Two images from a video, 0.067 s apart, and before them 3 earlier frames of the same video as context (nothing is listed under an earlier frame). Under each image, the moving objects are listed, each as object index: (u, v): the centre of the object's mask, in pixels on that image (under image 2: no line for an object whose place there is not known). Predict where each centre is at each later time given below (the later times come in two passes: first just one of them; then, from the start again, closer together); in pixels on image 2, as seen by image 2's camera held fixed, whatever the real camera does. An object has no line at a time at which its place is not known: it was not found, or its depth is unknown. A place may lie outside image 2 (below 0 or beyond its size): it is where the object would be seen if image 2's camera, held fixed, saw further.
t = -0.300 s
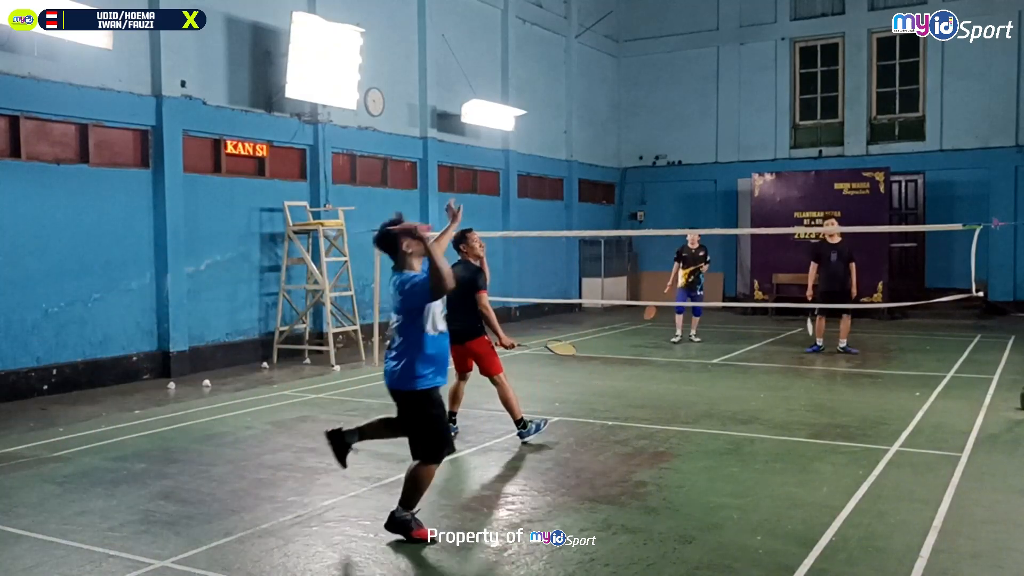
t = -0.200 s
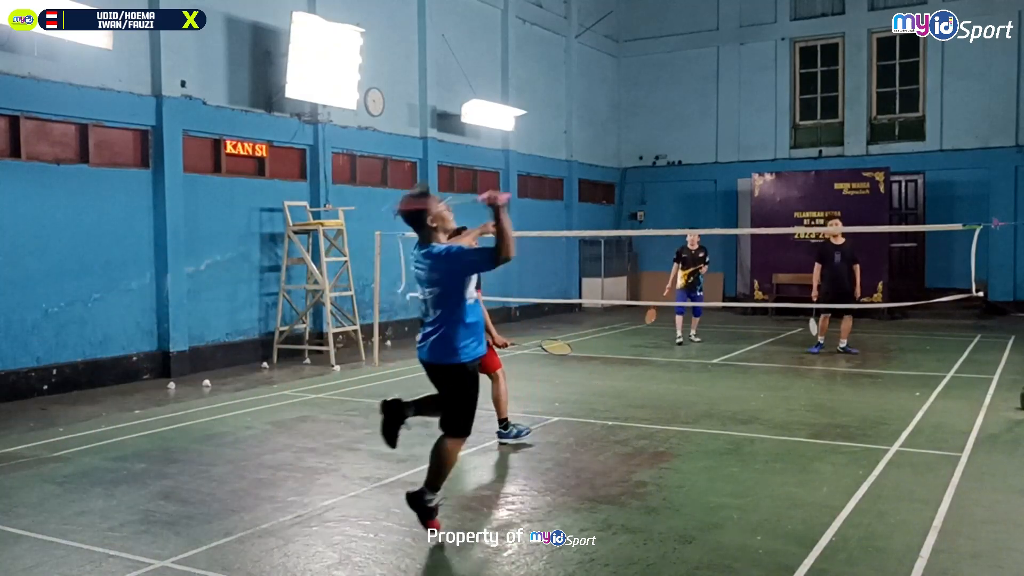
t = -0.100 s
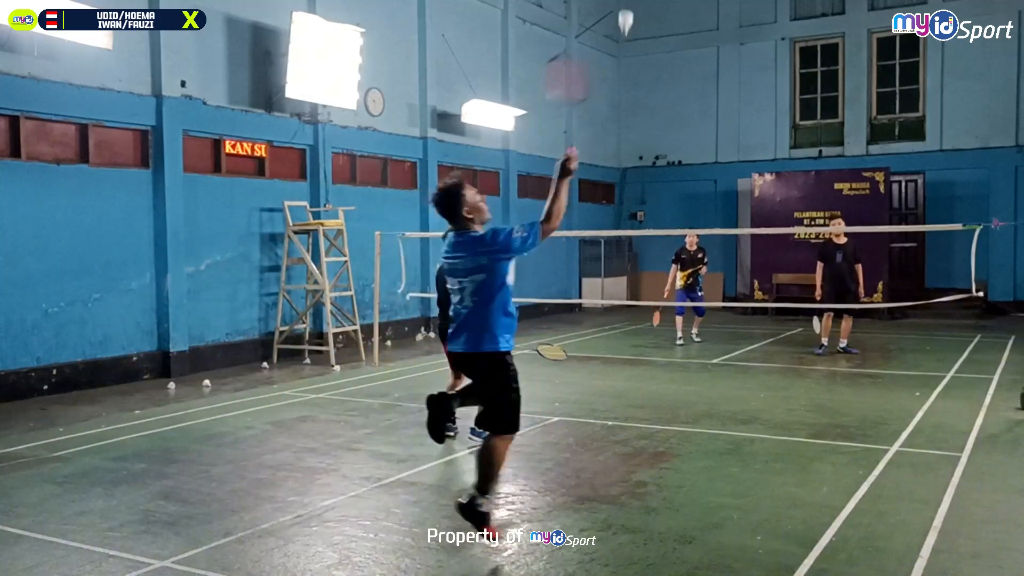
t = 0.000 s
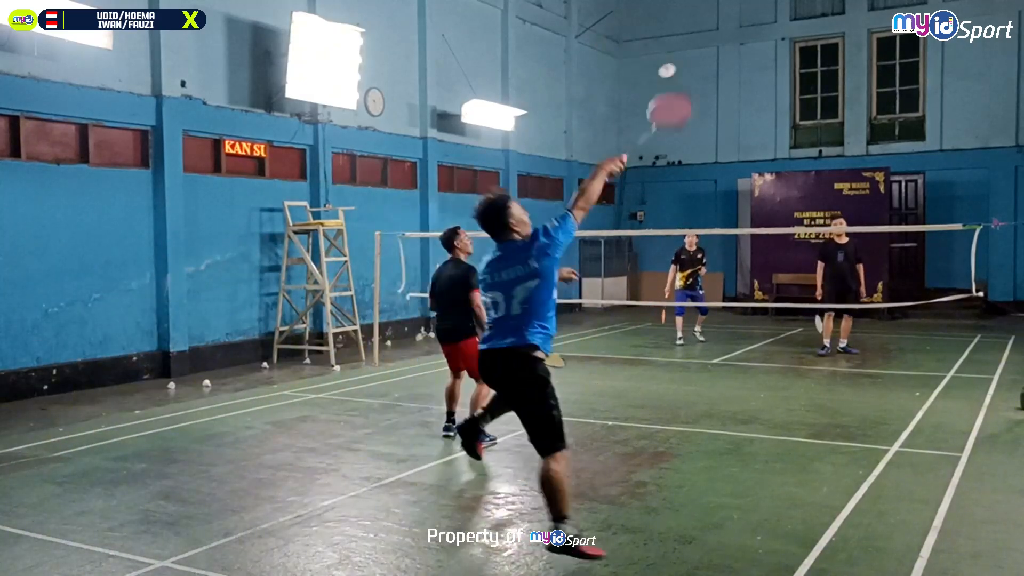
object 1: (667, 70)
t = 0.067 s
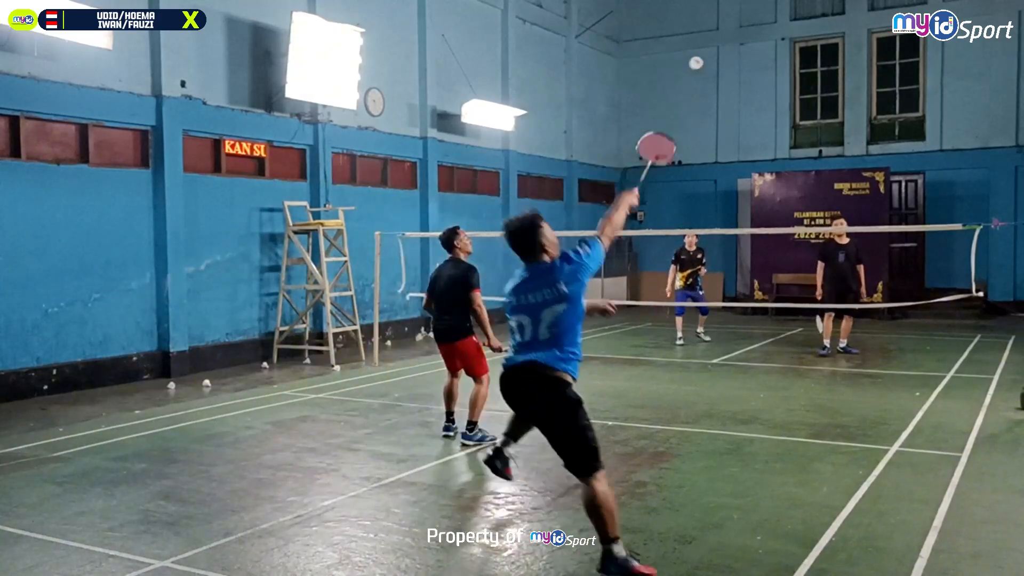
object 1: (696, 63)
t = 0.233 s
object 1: (743, 78)
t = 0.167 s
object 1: (729, 68)
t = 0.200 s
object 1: (737, 72)
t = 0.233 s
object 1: (743, 78)
